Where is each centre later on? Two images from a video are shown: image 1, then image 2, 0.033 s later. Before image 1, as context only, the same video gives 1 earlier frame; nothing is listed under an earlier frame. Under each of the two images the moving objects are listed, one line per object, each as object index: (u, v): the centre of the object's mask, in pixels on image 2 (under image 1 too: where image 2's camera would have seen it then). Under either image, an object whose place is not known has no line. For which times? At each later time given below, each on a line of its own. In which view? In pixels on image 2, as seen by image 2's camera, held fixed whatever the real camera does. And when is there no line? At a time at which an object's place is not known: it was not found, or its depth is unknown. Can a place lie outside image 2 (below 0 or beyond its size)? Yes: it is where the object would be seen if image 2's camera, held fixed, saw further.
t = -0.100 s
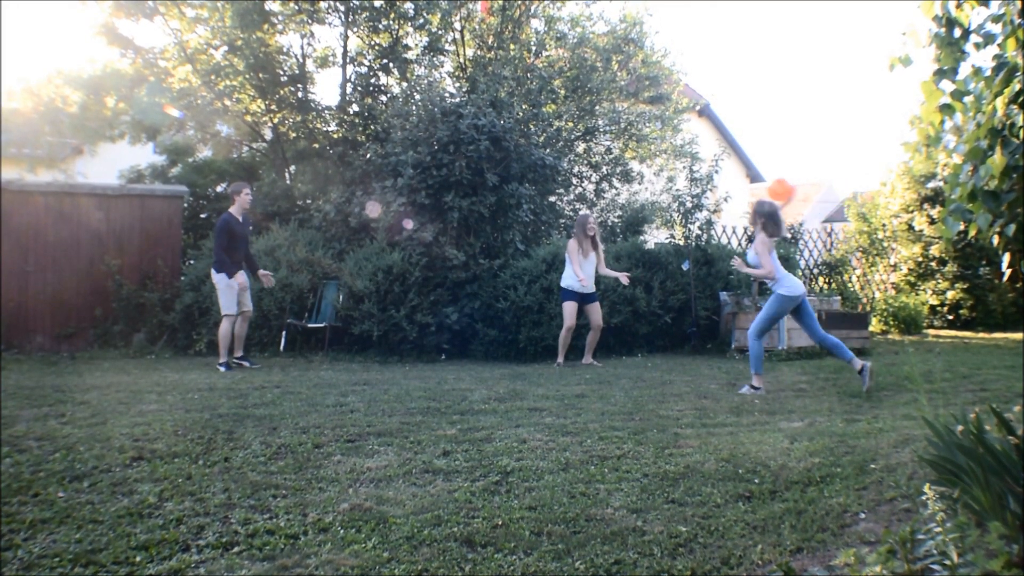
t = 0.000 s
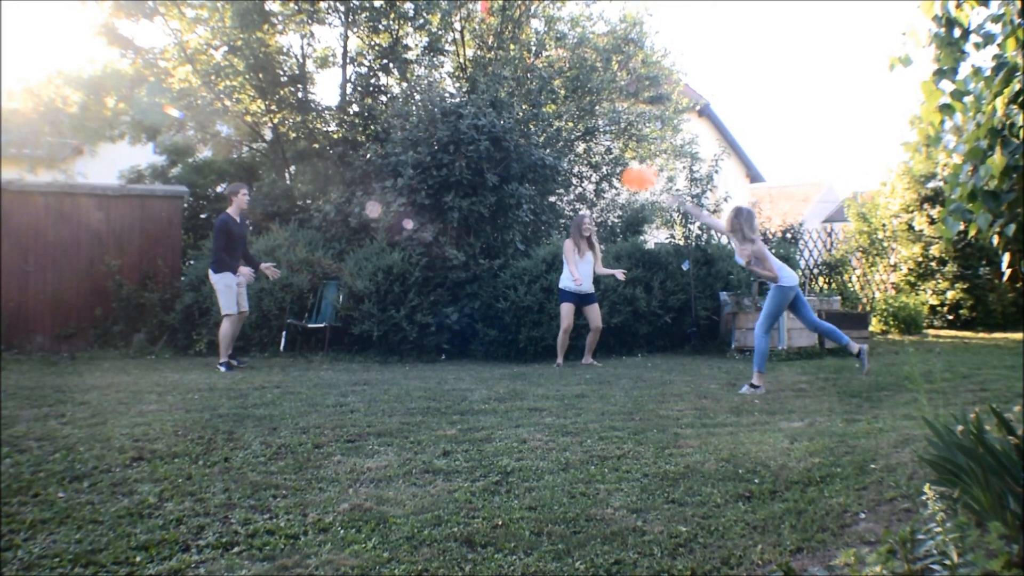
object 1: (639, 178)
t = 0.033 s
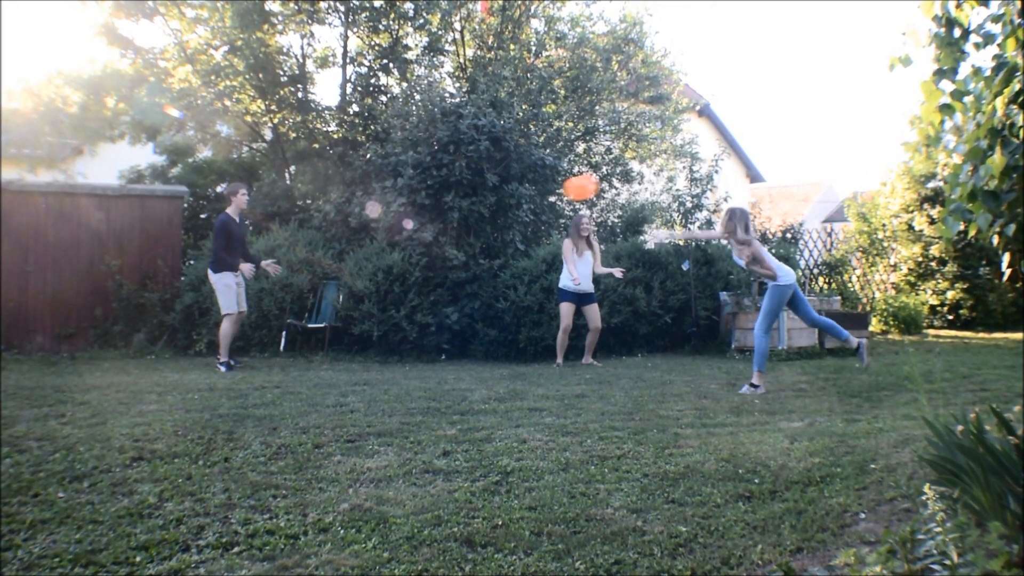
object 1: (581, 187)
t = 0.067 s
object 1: (527, 198)
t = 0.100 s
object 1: (477, 210)
